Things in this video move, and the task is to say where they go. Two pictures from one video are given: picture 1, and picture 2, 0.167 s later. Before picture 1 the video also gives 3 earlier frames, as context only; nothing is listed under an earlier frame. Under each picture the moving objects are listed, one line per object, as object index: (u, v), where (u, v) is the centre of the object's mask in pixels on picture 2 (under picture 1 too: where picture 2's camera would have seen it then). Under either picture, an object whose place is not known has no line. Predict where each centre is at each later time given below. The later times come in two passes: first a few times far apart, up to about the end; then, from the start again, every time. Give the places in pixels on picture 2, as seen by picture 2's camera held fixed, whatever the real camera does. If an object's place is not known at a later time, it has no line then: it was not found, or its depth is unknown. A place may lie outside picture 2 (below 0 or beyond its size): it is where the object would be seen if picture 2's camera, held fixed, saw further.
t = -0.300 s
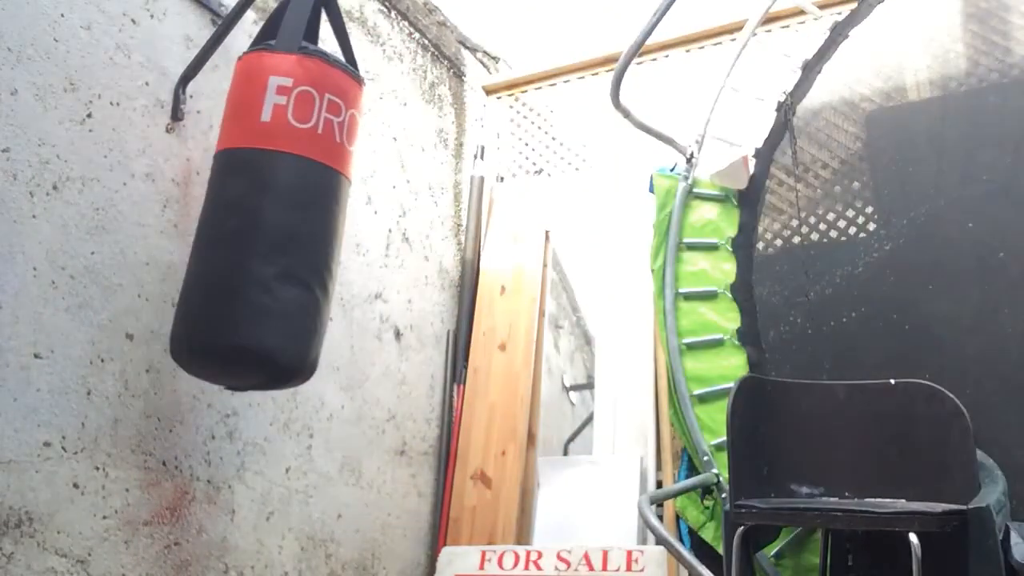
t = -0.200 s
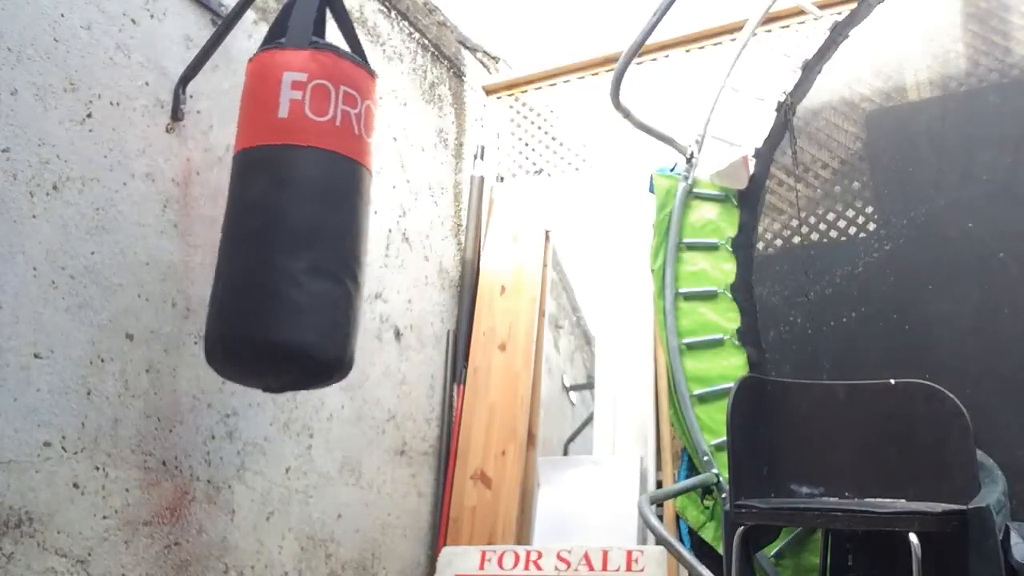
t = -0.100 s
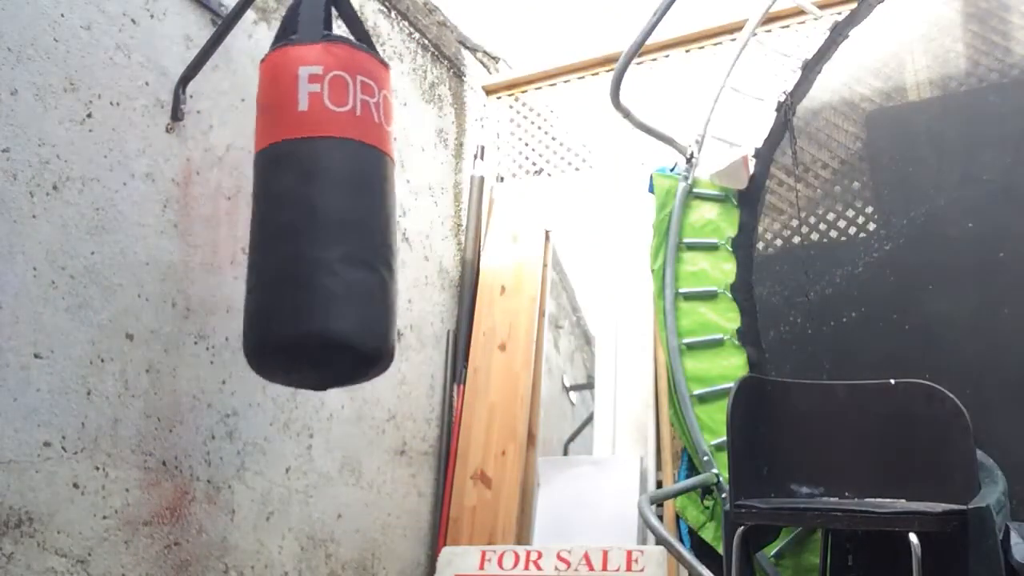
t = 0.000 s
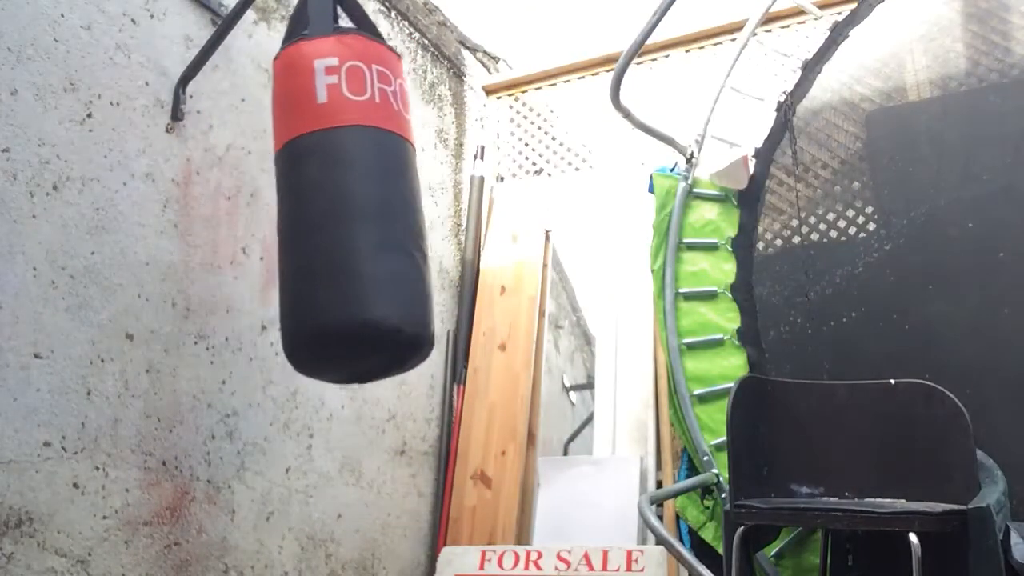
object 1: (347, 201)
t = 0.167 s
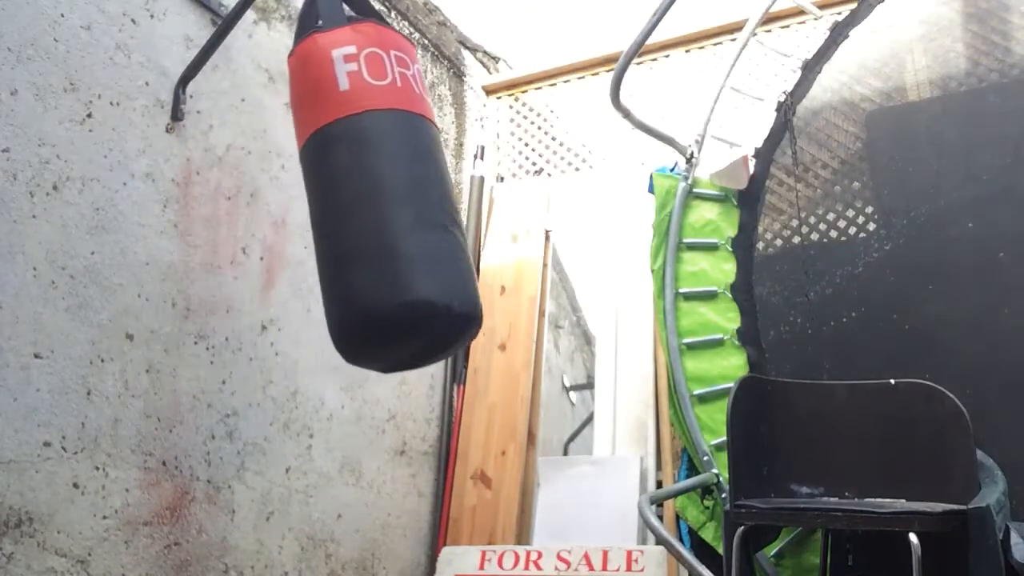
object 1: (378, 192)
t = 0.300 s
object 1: (385, 190)
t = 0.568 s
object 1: (348, 200)
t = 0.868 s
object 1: (275, 207)
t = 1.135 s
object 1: (248, 203)
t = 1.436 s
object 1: (280, 207)
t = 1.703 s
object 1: (343, 202)
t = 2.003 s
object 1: (382, 191)
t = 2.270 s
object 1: (349, 200)
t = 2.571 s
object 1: (278, 207)
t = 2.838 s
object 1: (250, 204)
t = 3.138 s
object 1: (280, 207)
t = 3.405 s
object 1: (341, 202)
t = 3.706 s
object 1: (379, 191)
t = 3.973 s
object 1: (349, 200)
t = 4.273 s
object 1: (281, 207)
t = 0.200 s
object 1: (381, 191)
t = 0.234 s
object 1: (384, 191)
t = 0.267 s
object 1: (385, 190)
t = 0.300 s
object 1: (385, 190)
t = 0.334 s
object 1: (384, 190)
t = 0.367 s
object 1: (382, 191)
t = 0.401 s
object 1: (379, 192)
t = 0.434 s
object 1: (374, 193)
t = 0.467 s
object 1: (369, 195)
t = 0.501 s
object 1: (363, 197)
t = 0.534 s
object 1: (356, 198)
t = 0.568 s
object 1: (348, 200)
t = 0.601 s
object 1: (340, 202)
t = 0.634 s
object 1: (332, 203)
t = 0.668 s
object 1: (323, 204)
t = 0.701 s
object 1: (315, 205)
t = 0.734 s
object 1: (306, 206)
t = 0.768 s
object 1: (298, 207)
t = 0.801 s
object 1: (290, 207)
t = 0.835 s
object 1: (282, 207)
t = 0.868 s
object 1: (275, 207)
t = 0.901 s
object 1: (269, 206)
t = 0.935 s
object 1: (263, 206)
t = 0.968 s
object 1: (259, 205)
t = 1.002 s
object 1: (255, 204)
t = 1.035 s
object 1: (252, 204)
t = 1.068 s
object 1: (249, 204)
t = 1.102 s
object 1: (248, 203)
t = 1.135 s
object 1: (248, 203)
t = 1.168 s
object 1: (248, 203)
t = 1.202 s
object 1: (249, 203)
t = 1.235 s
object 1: (251, 204)
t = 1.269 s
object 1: (254, 204)
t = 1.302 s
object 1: (258, 205)
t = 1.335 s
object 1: (262, 206)
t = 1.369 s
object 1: (268, 206)
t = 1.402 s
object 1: (273, 207)
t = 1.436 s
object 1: (280, 207)
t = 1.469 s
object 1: (287, 207)
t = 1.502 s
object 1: (295, 207)
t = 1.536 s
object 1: (303, 207)
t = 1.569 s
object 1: (311, 207)
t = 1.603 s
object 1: (320, 206)
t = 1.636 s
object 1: (328, 204)
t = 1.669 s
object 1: (336, 203)
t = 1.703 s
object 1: (343, 202)
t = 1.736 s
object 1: (351, 200)
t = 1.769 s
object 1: (358, 198)
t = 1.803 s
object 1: (364, 197)
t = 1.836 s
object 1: (370, 195)
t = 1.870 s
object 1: (374, 194)
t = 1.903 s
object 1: (378, 192)
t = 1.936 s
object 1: (380, 192)
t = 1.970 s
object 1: (382, 191)
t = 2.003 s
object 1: (382, 191)
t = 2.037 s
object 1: (381, 191)
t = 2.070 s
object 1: (379, 191)
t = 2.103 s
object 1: (377, 192)
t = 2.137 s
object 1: (373, 193)
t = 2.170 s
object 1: (368, 195)
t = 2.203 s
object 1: (362, 197)
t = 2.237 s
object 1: (356, 198)
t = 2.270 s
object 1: (349, 200)
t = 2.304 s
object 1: (341, 201)
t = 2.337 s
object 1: (333, 203)
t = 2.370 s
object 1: (325, 204)
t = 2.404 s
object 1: (317, 205)
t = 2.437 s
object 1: (308, 206)
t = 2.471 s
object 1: (300, 207)
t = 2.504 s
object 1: (293, 207)
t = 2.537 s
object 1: (285, 207)
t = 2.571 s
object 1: (278, 207)
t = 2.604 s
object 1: (272, 206)
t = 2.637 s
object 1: (267, 206)
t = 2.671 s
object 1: (262, 205)
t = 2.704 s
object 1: (258, 205)
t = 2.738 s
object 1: (254, 204)
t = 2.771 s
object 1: (252, 204)
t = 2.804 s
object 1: (250, 204)
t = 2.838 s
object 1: (250, 204)
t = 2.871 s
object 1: (250, 204)
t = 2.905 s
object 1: (251, 204)
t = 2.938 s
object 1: (253, 204)
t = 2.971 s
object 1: (255, 204)
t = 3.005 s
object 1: (259, 205)
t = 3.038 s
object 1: (263, 206)
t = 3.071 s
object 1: (268, 206)
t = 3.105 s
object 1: (273, 207)
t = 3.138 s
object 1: (280, 207)
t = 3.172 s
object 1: (286, 207)
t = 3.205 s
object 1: (293, 207)
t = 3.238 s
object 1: (301, 207)
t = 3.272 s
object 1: (309, 207)
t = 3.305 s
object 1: (317, 206)
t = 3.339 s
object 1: (325, 205)
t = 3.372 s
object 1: (333, 204)
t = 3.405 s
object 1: (341, 202)
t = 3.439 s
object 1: (348, 201)
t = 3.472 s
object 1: (355, 199)
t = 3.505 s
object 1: (361, 197)
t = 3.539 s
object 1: (366, 196)
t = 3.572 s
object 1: (371, 195)
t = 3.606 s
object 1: (375, 193)
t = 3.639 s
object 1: (377, 192)
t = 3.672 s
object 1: (379, 192)
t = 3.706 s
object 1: (379, 191)
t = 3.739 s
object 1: (379, 191)
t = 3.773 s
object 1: (378, 192)
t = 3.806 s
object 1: (375, 193)
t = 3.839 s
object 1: (372, 194)
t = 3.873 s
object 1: (367, 195)
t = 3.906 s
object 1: (362, 196)
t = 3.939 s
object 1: (355, 198)
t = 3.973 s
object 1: (349, 200)
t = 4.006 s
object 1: (342, 201)
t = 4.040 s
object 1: (334, 203)
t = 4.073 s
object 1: (326, 204)
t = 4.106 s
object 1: (318, 205)
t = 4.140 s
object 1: (310, 206)
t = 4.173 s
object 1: (303, 206)
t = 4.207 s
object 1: (295, 207)
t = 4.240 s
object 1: (288, 207)
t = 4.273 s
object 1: (281, 207)
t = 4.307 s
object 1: (275, 207)
